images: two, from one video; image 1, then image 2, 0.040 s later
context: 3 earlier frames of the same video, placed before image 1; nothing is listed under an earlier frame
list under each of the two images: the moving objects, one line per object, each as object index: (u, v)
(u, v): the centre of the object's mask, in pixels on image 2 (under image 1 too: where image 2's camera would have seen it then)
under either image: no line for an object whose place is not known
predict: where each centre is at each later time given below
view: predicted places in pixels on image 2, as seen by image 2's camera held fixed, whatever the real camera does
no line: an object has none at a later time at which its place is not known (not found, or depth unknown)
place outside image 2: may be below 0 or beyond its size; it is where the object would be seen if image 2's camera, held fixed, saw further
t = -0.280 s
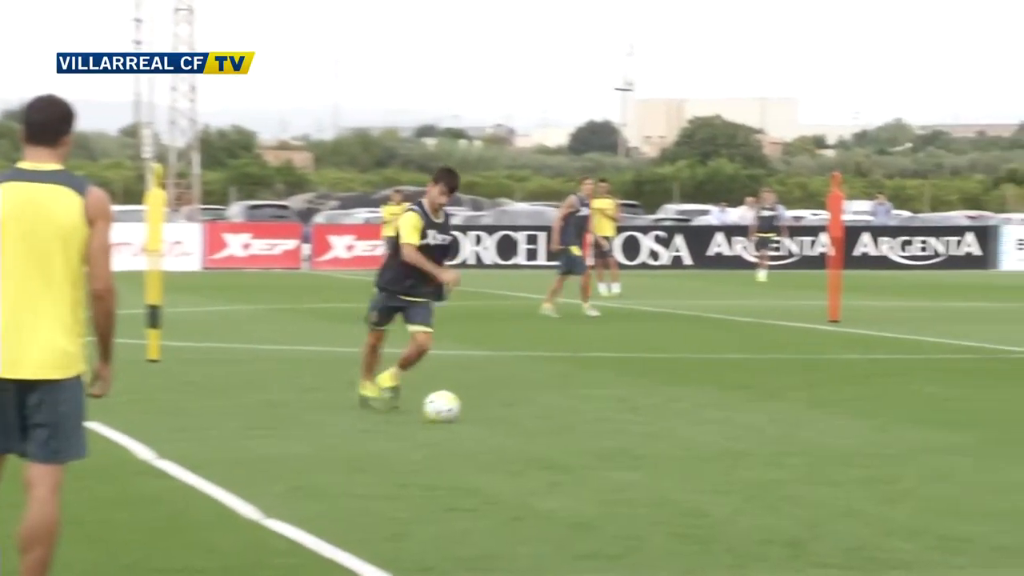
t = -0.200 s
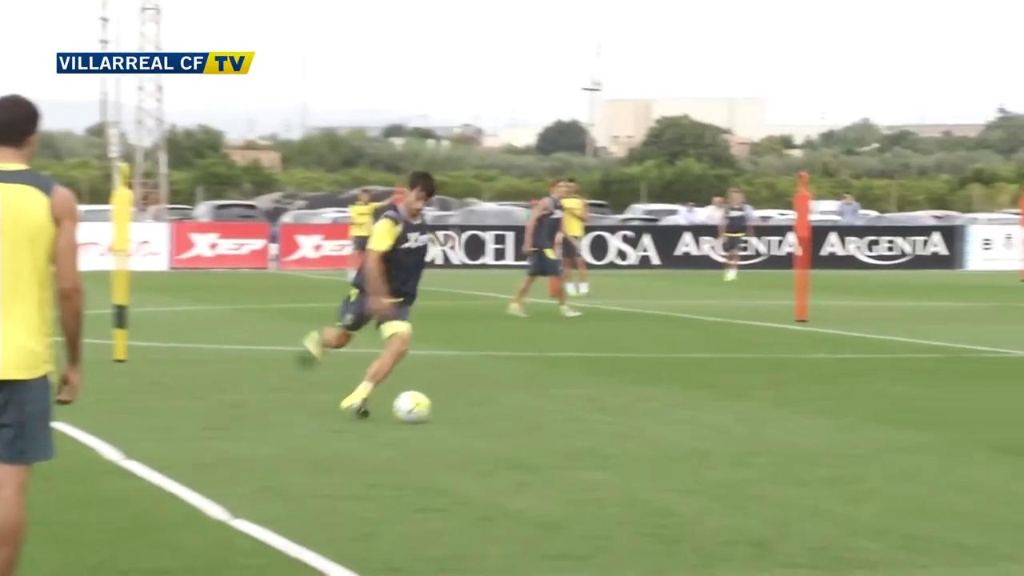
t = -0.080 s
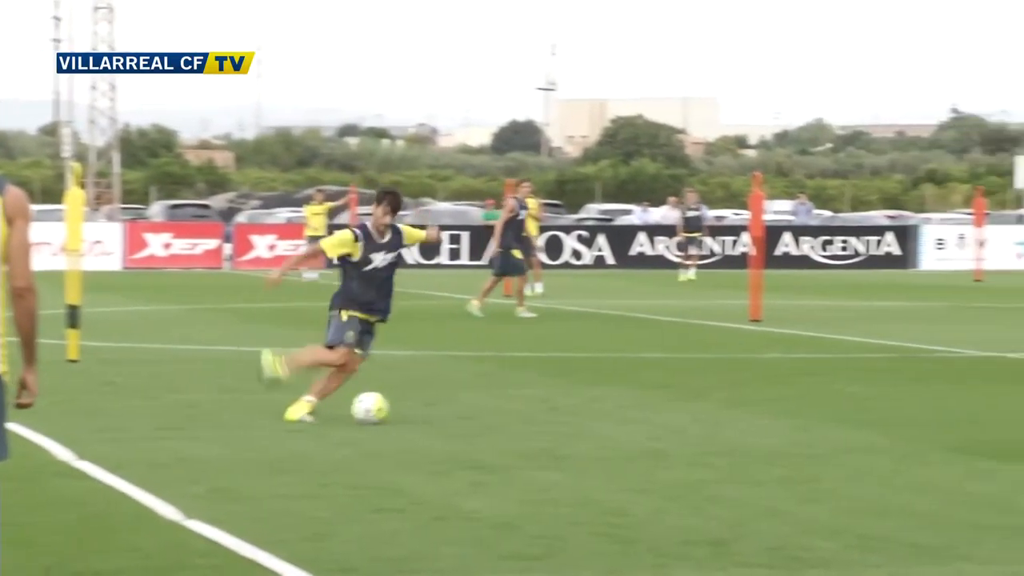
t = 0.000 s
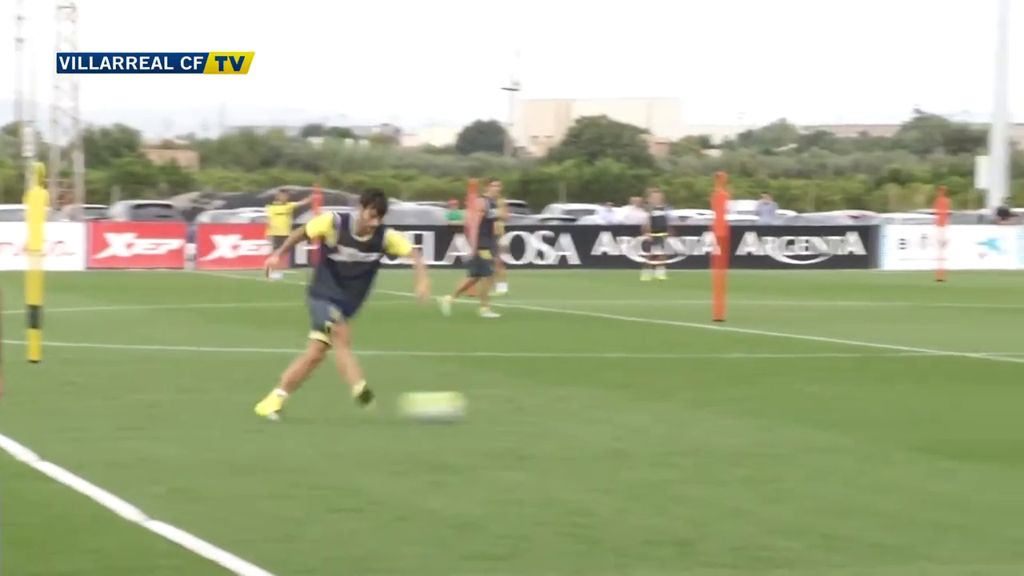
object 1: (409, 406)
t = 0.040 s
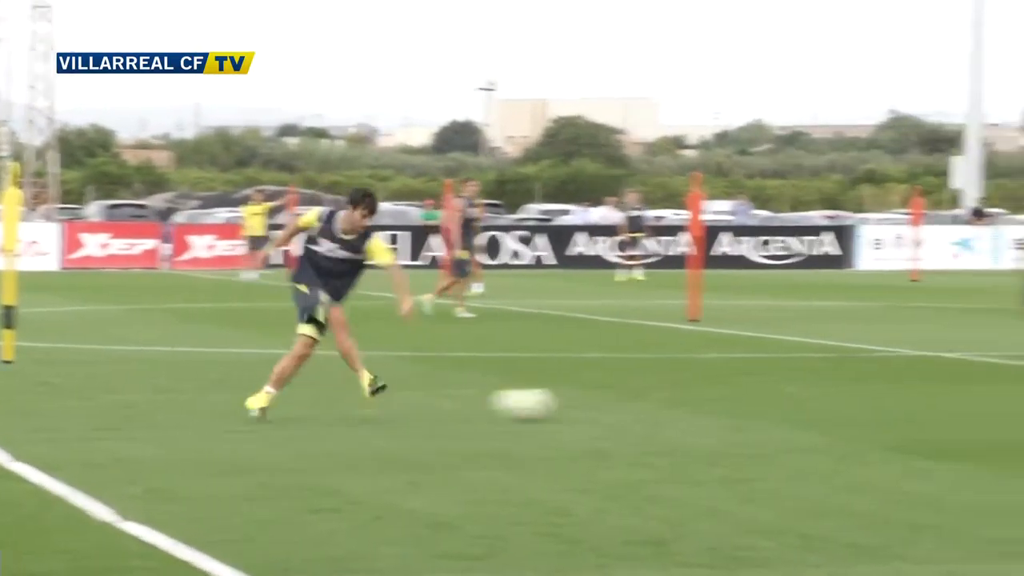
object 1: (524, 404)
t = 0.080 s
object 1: (633, 402)
